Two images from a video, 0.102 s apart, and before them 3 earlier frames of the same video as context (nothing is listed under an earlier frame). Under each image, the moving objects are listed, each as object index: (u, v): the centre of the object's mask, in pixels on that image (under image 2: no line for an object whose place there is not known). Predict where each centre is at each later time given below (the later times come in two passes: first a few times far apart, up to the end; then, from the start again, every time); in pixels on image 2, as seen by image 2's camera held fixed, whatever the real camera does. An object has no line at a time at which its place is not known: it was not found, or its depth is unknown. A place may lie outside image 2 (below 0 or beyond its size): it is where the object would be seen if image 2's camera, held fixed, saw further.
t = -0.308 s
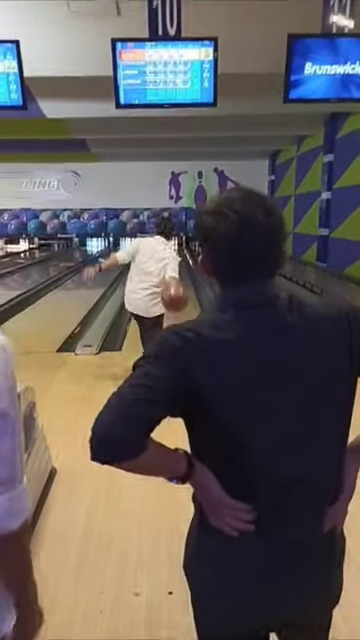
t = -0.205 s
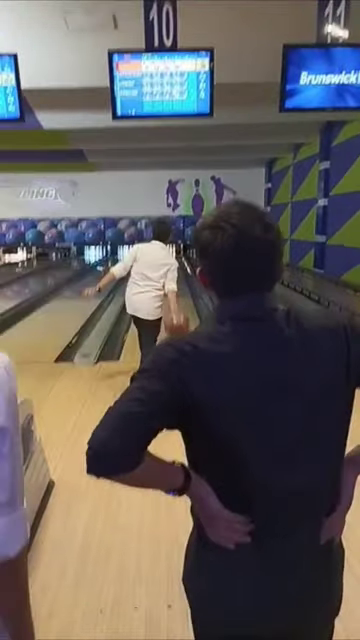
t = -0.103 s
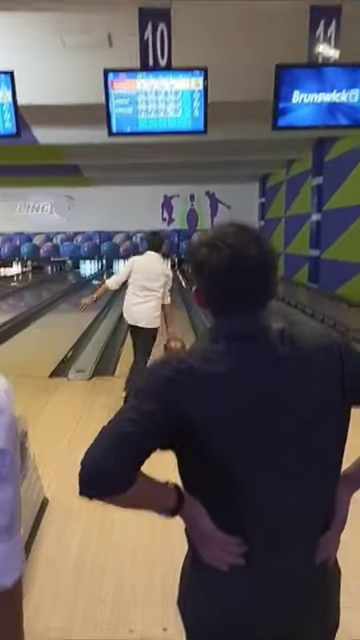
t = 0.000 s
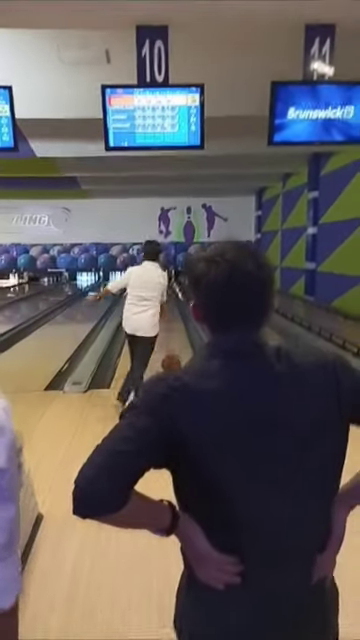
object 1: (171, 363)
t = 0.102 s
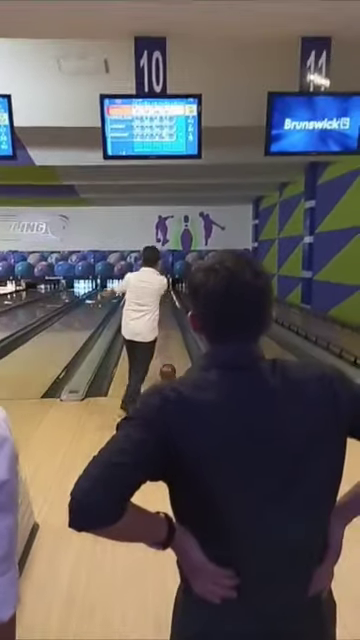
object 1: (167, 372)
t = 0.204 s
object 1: (167, 361)
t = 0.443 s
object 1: (168, 342)
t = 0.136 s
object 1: (168, 368)
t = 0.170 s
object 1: (167, 365)
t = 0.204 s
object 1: (167, 361)
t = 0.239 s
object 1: (167, 357)
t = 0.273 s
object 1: (166, 355)
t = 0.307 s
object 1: (167, 352)
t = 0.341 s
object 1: (168, 349)
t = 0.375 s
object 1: (168, 346)
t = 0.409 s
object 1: (169, 344)
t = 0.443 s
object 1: (168, 342)
